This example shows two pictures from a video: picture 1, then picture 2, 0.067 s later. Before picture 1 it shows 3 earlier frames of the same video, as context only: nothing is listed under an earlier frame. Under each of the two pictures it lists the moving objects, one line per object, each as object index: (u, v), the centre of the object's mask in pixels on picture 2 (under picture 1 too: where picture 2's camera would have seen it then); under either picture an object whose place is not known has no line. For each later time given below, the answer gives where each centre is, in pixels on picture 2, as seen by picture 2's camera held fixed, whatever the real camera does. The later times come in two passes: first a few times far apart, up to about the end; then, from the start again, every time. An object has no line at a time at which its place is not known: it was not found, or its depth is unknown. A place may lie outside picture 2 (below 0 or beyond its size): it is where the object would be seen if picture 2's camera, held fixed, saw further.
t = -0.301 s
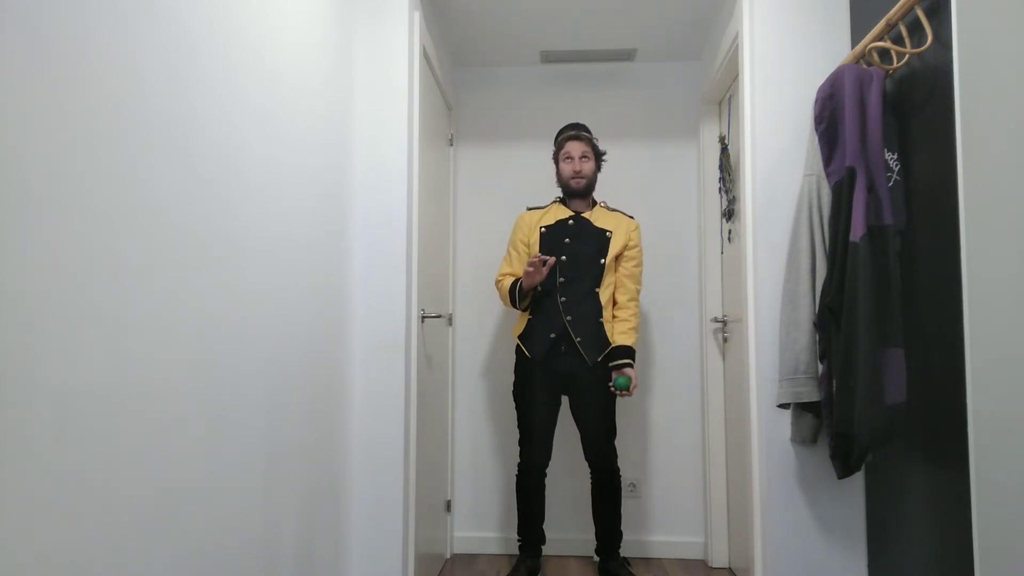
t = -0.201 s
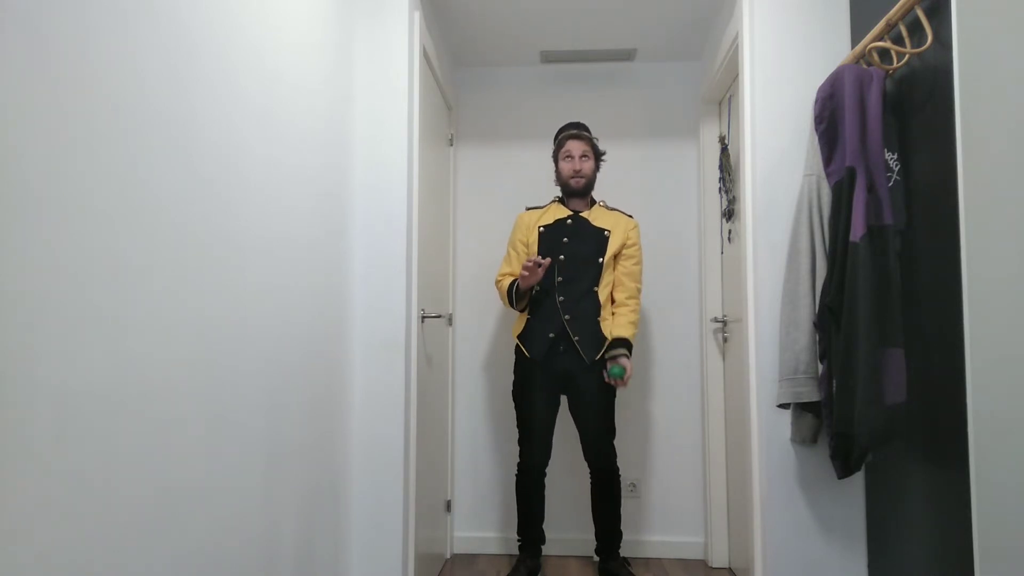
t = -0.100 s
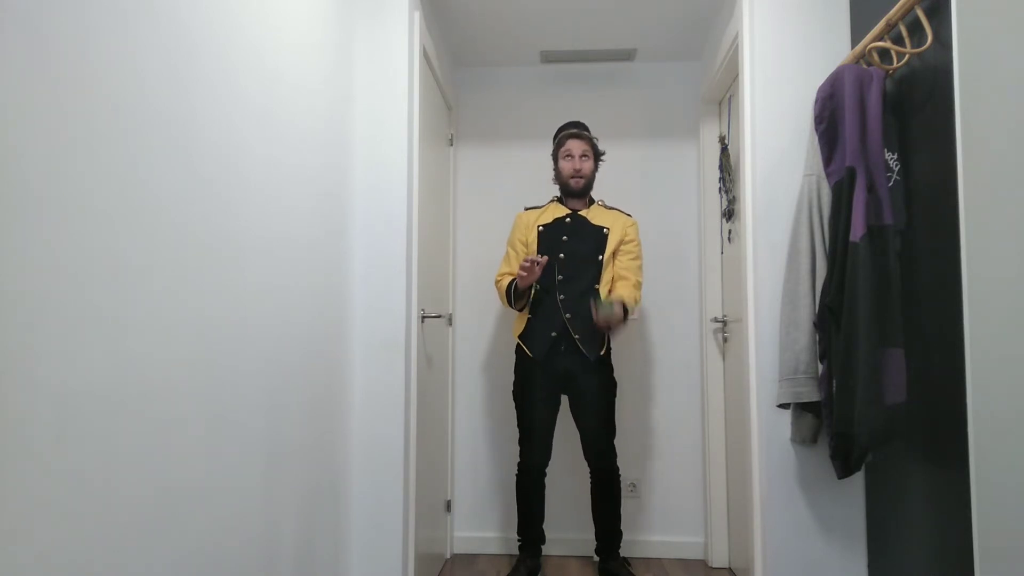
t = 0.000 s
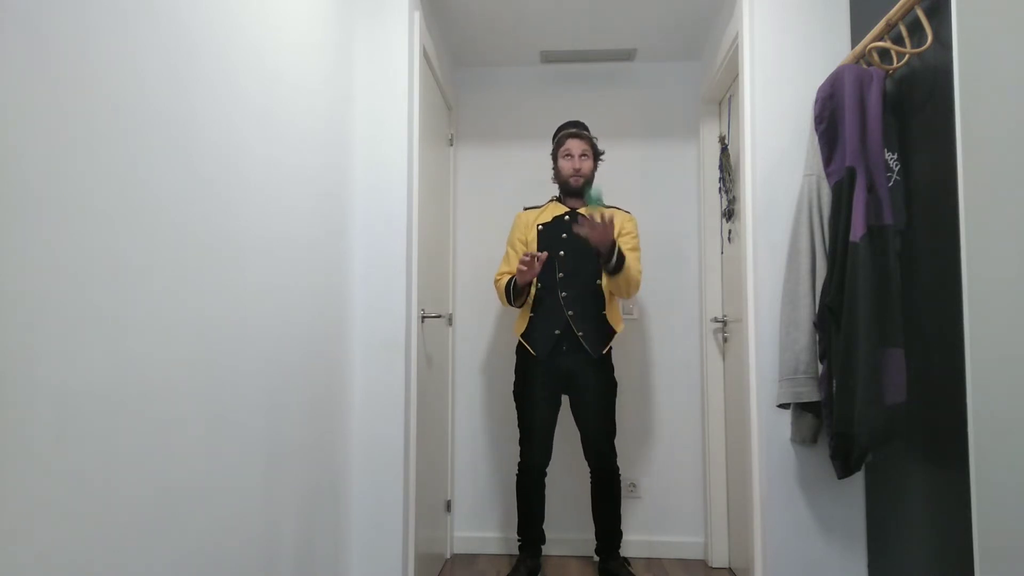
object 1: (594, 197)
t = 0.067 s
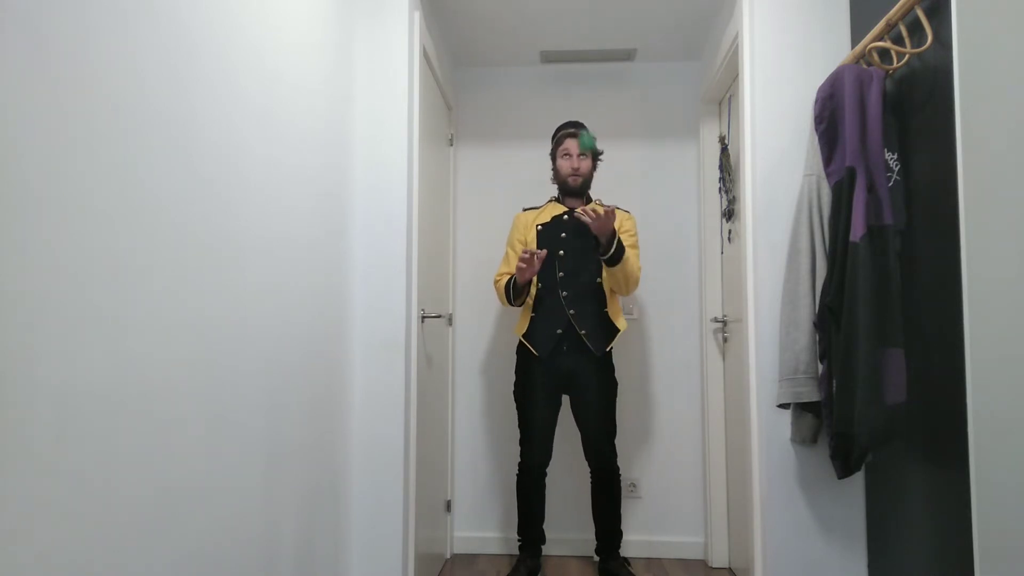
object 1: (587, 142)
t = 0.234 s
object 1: (569, 59)
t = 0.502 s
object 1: (542, 84)
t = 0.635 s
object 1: (530, 164)
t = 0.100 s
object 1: (582, 119)
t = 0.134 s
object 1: (579, 98)
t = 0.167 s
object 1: (575, 82)
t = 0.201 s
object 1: (572, 69)
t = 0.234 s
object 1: (569, 59)
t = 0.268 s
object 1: (565, 51)
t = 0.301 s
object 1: (561, 47)
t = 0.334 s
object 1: (558, 46)
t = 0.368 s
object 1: (555, 47)
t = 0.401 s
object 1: (552, 52)
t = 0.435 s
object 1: (548, 60)
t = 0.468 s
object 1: (545, 71)
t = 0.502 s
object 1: (542, 84)
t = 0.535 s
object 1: (539, 100)
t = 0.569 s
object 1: (536, 119)
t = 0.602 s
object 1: (533, 140)
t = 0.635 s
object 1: (530, 164)
